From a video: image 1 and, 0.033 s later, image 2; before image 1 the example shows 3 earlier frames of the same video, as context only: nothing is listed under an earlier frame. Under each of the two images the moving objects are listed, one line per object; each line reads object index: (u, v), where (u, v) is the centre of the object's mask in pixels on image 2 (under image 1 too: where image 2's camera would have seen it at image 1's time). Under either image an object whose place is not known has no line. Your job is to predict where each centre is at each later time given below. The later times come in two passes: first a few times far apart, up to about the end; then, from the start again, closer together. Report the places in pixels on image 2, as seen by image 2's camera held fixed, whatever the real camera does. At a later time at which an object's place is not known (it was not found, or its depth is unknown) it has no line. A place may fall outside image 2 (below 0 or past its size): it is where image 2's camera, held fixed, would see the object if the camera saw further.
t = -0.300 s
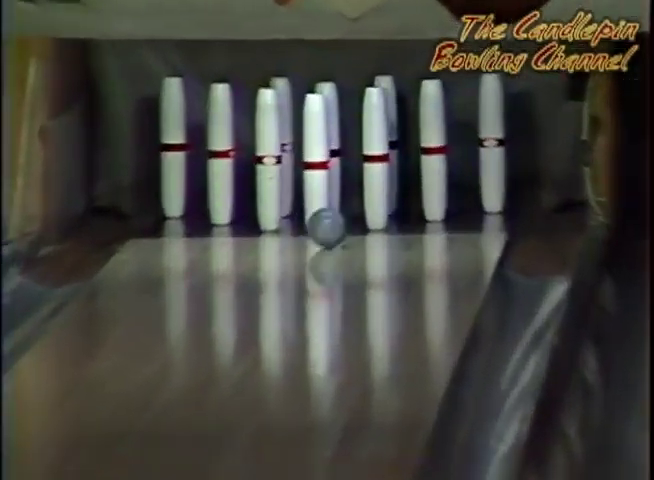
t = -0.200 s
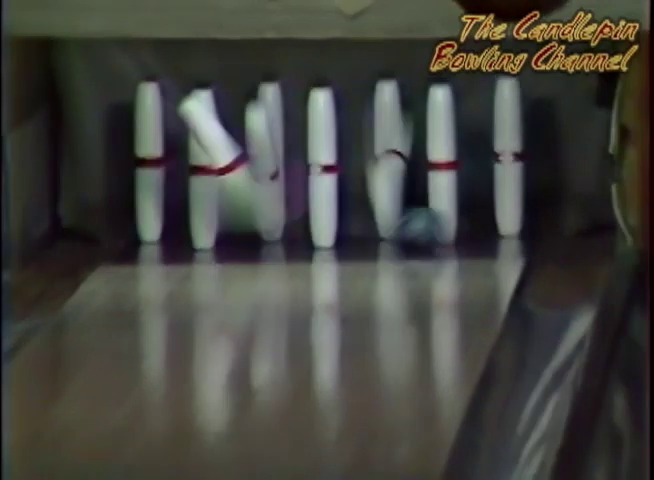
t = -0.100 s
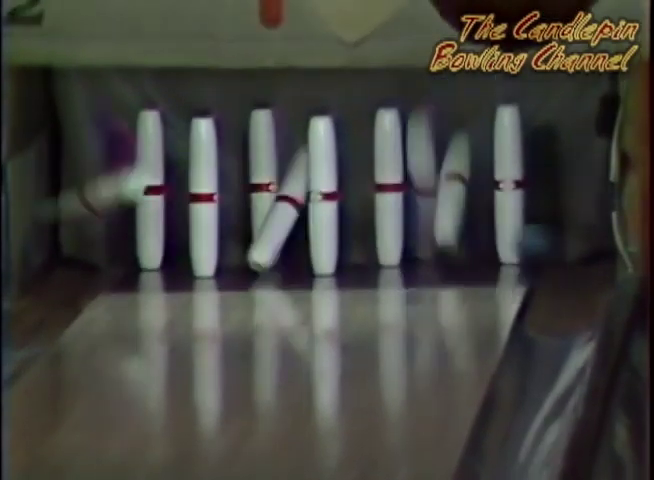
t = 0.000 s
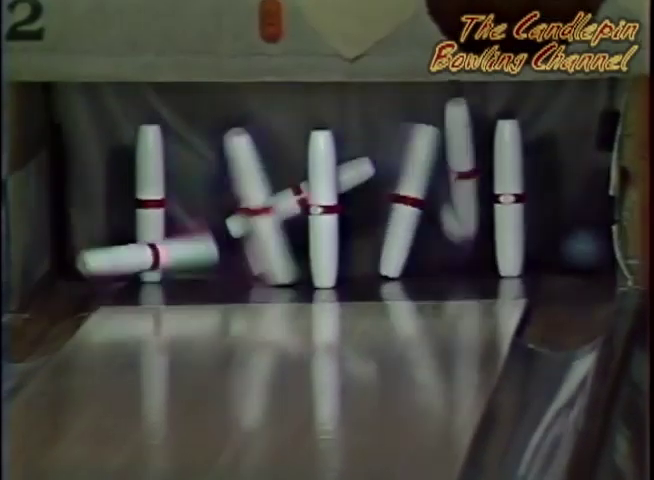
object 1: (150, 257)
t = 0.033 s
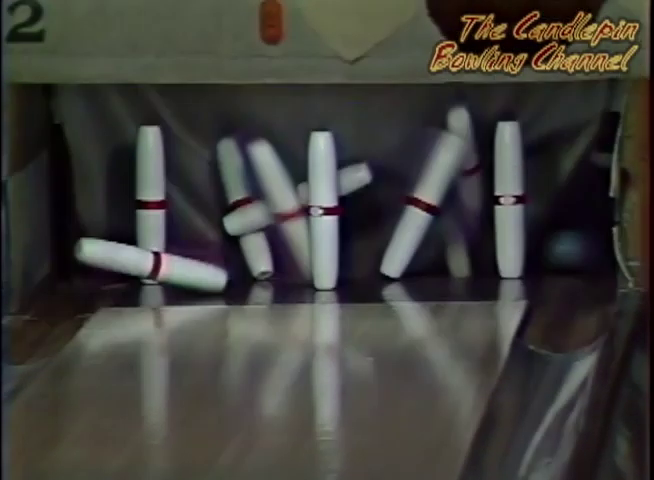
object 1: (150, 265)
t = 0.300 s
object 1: (161, 275)
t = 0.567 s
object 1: (175, 281)
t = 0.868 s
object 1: (196, 284)
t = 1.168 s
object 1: (202, 286)
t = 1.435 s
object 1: (199, 286)
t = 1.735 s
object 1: (191, 288)
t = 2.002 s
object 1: (181, 288)
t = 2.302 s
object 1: (171, 289)
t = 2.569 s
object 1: (165, 289)
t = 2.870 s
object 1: (157, 290)
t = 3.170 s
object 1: (151, 290)
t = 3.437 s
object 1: (150, 290)
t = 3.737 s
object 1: (147, 290)
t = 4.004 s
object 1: (148, 289)
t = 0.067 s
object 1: (153, 263)
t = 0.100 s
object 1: (152, 265)
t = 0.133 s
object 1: (155, 266)
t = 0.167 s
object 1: (155, 267)
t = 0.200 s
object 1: (157, 273)
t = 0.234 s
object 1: (159, 281)
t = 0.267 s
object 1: (158, 279)
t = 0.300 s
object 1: (161, 275)
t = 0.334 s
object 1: (162, 275)
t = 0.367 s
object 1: (164, 276)
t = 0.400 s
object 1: (166, 281)
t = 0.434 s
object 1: (167, 282)
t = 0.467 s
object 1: (169, 276)
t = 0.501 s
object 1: (171, 275)
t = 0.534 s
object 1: (173, 276)
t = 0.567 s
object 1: (175, 281)
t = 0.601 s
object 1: (177, 283)
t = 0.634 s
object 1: (178, 280)
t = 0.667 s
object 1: (180, 279)
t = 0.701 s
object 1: (183, 281)
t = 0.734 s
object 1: (185, 284)
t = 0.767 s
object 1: (188, 281)
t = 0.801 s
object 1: (190, 280)
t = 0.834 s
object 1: (192, 282)
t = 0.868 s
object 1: (196, 284)
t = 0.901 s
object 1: (196, 282)
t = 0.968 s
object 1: (197, 285)
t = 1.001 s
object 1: (199, 283)
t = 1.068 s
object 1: (201, 285)
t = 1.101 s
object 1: (202, 285)
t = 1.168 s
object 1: (202, 286)
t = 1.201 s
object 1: (202, 284)
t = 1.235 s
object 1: (202, 285)
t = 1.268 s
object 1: (202, 286)
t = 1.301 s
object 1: (201, 286)
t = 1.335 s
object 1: (200, 287)
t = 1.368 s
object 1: (201, 285)
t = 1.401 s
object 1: (200, 286)
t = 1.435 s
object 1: (199, 286)
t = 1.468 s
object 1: (199, 287)
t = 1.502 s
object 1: (198, 287)
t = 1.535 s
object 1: (197, 287)
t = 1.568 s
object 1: (196, 287)
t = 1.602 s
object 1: (194, 287)
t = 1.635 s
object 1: (194, 287)
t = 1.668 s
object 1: (193, 288)
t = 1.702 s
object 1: (191, 288)
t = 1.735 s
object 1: (191, 288)
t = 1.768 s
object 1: (189, 288)
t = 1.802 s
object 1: (188, 288)
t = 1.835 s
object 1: (187, 288)
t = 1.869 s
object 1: (186, 288)
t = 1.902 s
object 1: (185, 288)
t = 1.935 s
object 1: (184, 288)
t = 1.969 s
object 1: (183, 288)
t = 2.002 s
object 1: (181, 288)
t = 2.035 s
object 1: (180, 288)
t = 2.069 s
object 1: (179, 288)
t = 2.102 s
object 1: (178, 288)
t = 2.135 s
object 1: (177, 288)
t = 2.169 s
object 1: (175, 288)
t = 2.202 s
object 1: (174, 288)
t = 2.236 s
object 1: (173, 289)
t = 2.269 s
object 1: (173, 289)
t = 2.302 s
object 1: (171, 289)
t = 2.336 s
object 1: (170, 289)
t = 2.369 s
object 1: (170, 289)
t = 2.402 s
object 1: (169, 289)
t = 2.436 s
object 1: (168, 289)
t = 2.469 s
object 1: (167, 289)
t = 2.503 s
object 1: (166, 289)
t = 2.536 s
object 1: (166, 289)
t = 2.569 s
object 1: (165, 289)
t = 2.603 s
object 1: (164, 289)
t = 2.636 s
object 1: (163, 289)
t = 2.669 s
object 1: (162, 289)
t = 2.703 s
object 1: (161, 289)
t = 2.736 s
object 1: (160, 289)
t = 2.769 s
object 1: (159, 290)
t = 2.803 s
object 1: (158, 290)
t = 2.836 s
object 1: (158, 290)
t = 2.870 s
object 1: (157, 290)
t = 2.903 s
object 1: (156, 290)
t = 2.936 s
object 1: (156, 290)
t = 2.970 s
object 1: (155, 290)
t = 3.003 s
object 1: (154, 290)
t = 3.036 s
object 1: (153, 290)
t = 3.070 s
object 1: (153, 290)
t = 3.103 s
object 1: (152, 290)
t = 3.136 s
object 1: (152, 290)
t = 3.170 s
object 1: (151, 290)
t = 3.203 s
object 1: (151, 290)
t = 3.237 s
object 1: (151, 289)
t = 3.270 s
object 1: (150, 289)
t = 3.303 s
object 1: (150, 290)
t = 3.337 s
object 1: (150, 290)
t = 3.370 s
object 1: (149, 290)
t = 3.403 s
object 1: (149, 290)
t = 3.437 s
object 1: (150, 290)
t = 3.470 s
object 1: (149, 290)
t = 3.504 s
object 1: (149, 290)
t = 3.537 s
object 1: (149, 290)
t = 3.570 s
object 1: (148, 290)
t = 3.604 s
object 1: (148, 290)
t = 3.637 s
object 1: (148, 290)
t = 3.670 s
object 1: (148, 290)
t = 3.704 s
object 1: (148, 290)
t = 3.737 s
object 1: (147, 290)
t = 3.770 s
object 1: (147, 289)
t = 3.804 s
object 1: (147, 289)
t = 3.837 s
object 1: (147, 290)
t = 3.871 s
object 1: (148, 290)
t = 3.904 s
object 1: (148, 289)
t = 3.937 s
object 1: (148, 289)
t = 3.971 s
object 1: (148, 289)
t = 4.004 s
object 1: (148, 289)
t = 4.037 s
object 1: (148, 289)
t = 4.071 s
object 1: (148, 289)
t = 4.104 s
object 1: (148, 289)
